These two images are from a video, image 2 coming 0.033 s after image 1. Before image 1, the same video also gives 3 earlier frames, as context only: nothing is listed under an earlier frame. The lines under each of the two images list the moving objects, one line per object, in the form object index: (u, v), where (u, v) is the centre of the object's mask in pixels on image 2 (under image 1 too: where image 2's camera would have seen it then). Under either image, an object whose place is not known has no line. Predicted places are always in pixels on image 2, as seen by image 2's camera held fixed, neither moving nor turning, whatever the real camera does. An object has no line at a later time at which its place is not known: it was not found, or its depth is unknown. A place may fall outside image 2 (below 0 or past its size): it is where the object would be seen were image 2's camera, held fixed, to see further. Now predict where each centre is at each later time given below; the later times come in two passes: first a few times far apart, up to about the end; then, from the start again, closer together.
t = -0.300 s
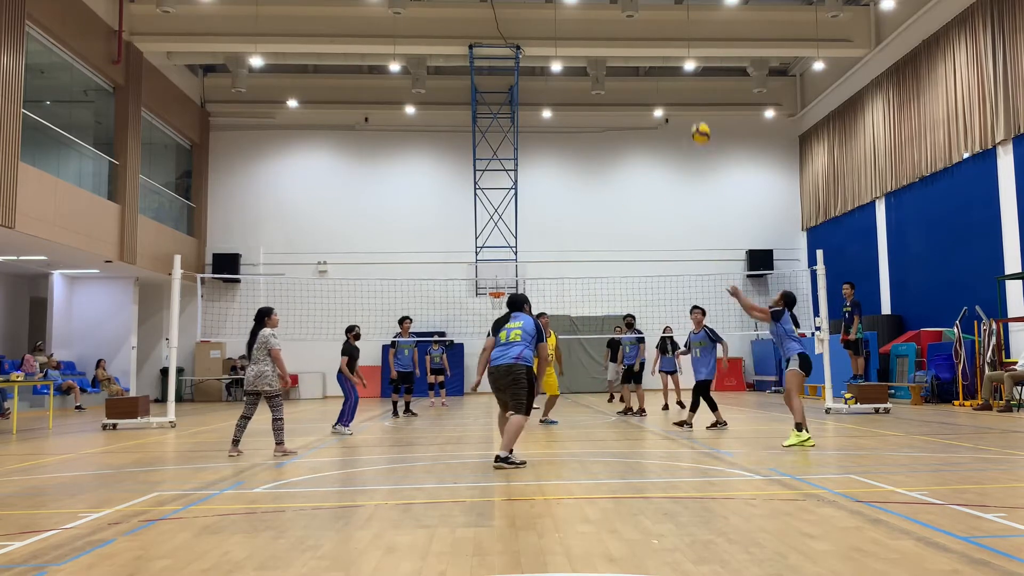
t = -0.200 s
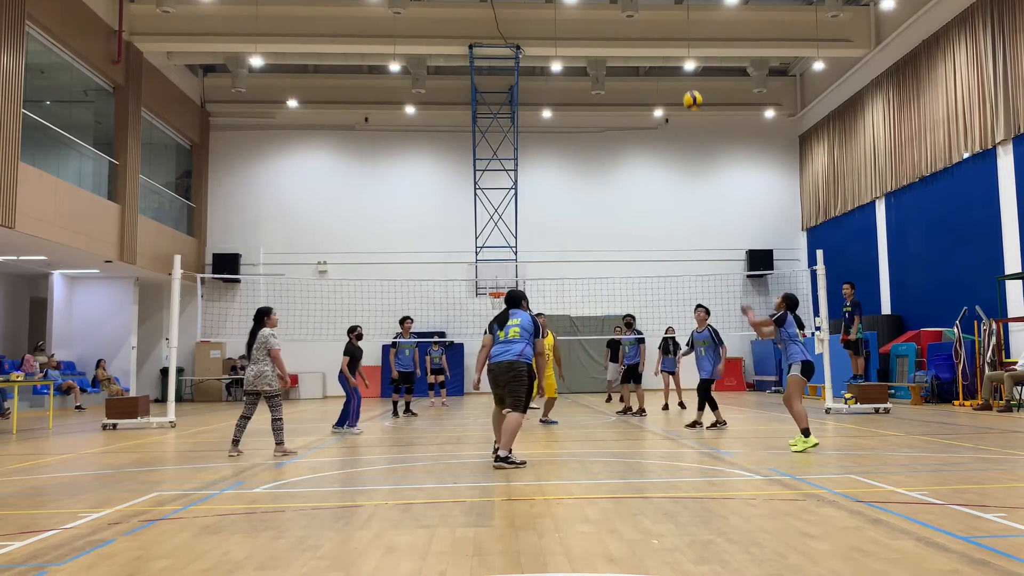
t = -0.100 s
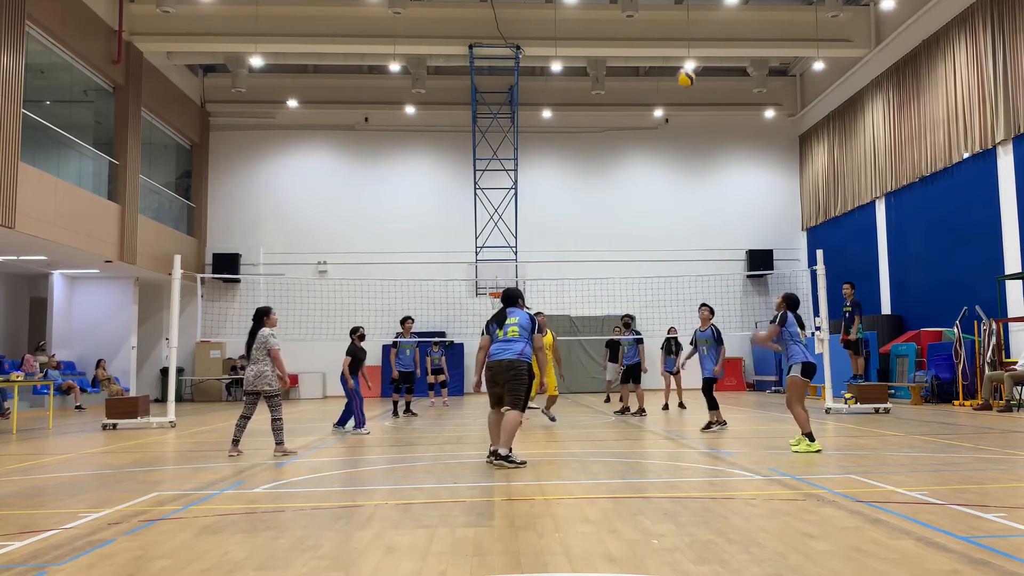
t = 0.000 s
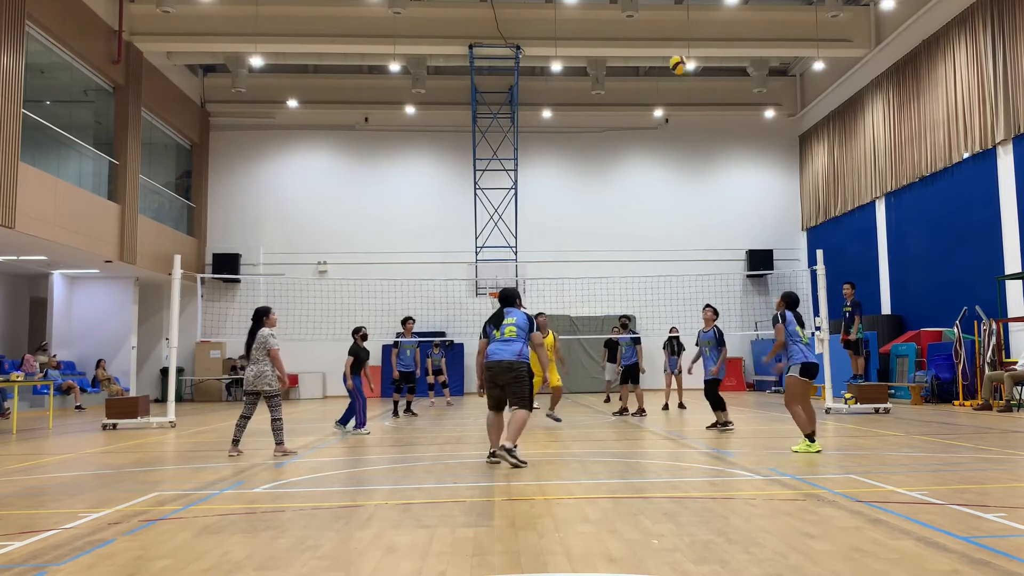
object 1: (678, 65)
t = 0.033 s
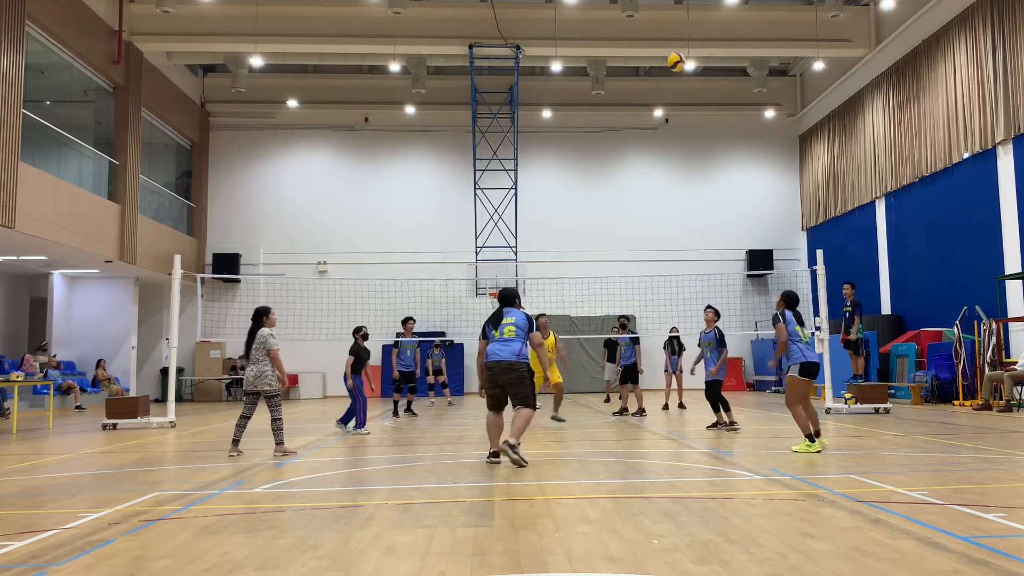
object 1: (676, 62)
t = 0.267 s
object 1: (661, 67)
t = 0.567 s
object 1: (645, 135)
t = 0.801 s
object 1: (635, 233)
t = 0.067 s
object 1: (674, 60)
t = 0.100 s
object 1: (672, 59)
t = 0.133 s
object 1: (670, 59)
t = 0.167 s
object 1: (668, 60)
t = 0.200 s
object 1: (666, 61)
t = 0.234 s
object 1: (664, 64)
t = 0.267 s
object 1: (661, 67)
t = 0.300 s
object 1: (660, 71)
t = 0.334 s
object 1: (657, 76)
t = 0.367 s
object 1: (656, 82)
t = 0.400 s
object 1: (654, 90)
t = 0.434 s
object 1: (652, 97)
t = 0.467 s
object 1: (650, 104)
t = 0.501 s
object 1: (649, 114)
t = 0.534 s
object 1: (647, 124)
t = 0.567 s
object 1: (645, 135)
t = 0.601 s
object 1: (644, 147)
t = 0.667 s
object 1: (641, 173)
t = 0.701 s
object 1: (640, 187)
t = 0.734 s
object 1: (638, 202)
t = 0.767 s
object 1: (636, 218)
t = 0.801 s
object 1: (635, 233)
